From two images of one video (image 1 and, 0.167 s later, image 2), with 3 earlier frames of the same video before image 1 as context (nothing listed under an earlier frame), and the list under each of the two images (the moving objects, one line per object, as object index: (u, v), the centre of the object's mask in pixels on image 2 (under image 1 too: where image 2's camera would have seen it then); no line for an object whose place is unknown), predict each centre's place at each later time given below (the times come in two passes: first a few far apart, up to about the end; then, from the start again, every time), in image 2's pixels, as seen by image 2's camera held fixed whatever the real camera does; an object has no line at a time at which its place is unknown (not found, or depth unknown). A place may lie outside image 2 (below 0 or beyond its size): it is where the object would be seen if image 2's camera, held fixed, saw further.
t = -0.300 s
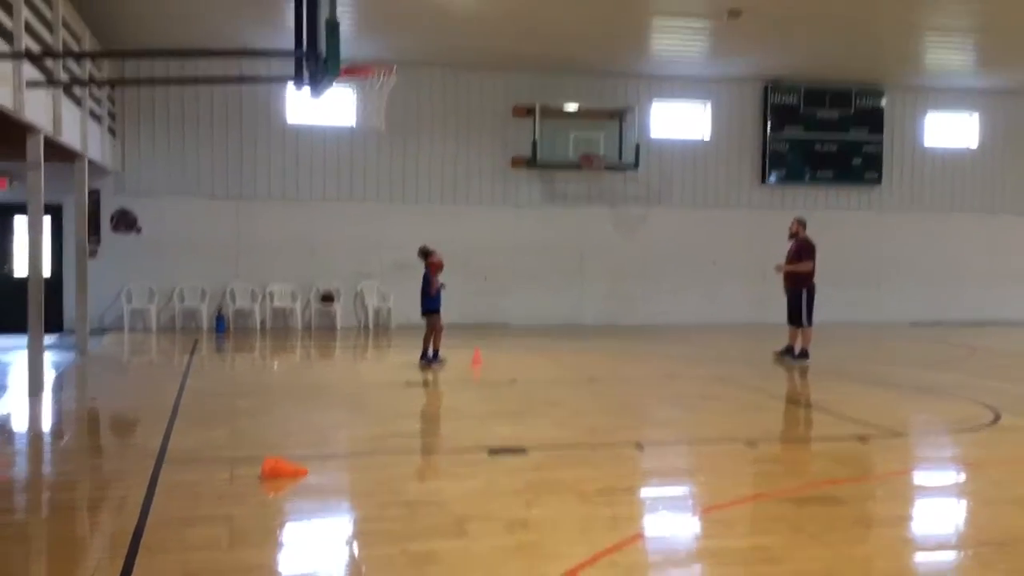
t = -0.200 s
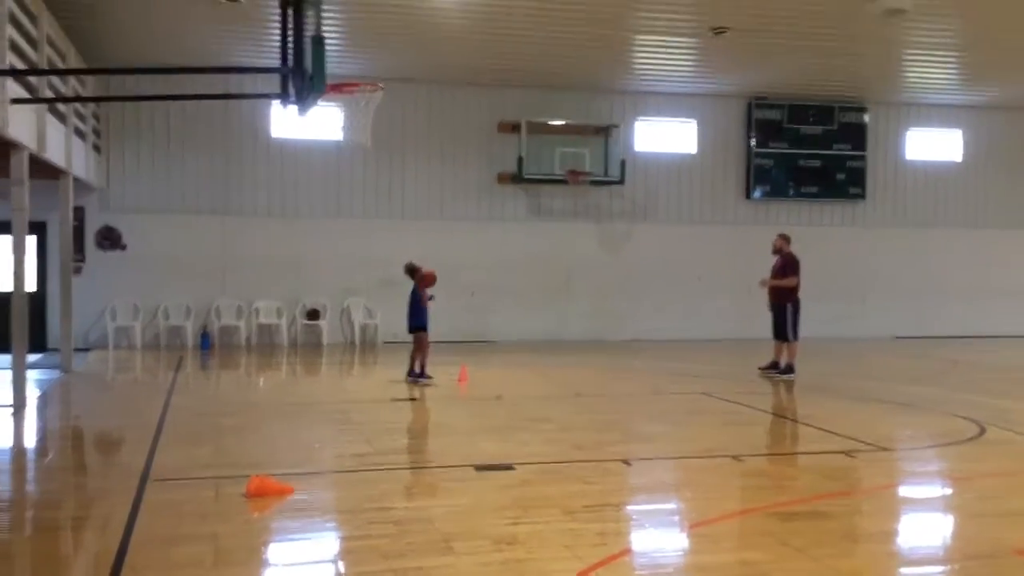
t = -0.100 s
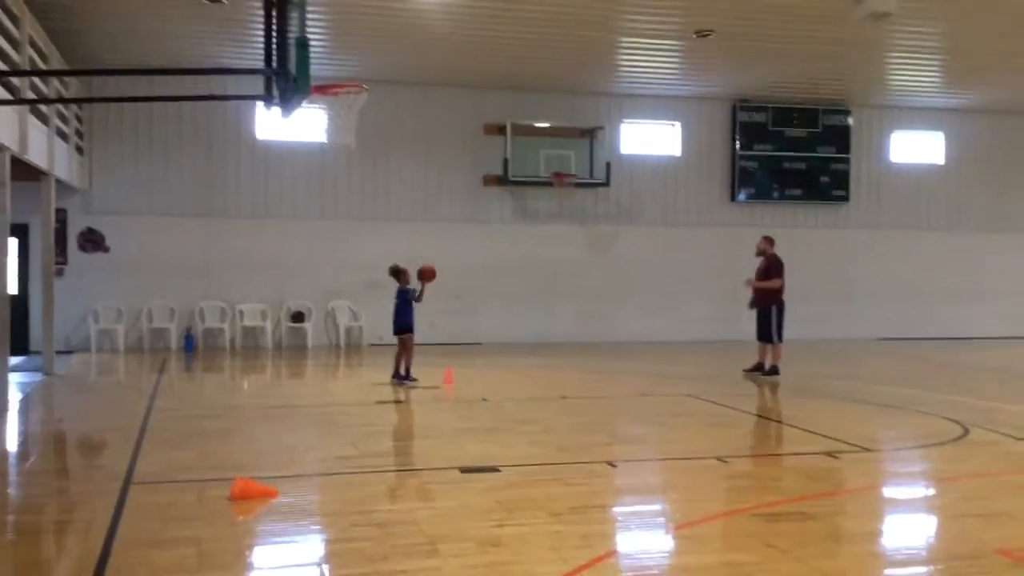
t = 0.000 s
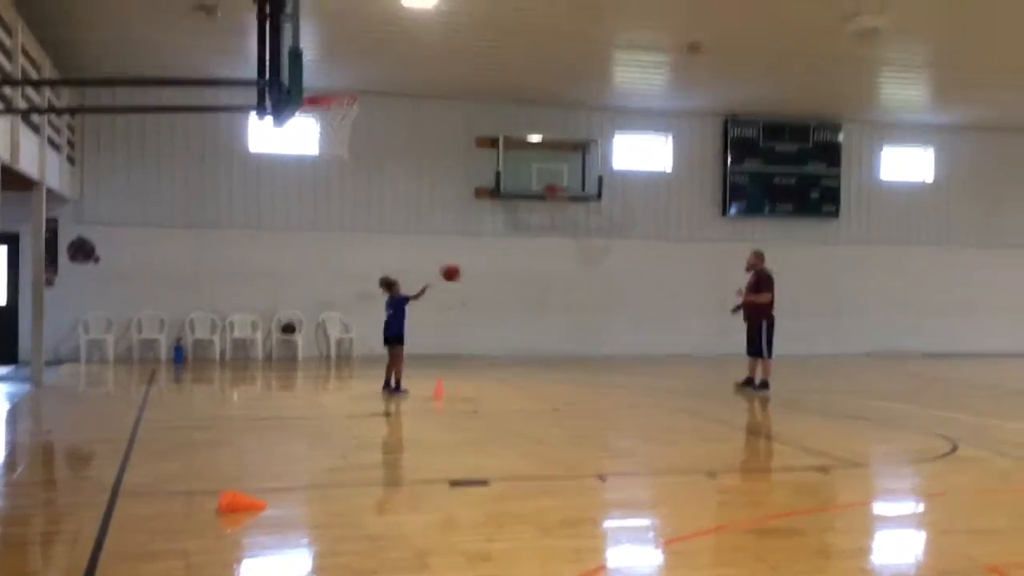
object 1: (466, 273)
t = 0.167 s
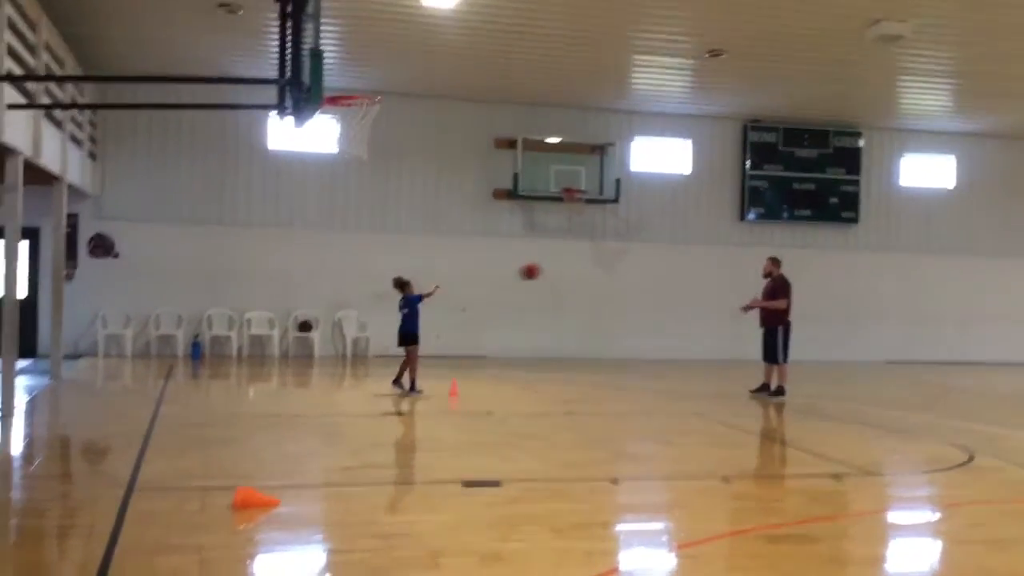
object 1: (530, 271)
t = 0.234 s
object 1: (553, 277)
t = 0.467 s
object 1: (634, 318)
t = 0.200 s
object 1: (542, 273)
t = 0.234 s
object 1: (553, 277)
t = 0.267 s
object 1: (566, 280)
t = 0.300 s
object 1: (577, 284)
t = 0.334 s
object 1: (588, 289)
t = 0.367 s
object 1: (600, 296)
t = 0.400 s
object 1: (611, 302)
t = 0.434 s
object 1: (623, 310)
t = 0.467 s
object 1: (634, 318)
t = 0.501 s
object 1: (646, 328)
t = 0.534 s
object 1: (657, 339)
